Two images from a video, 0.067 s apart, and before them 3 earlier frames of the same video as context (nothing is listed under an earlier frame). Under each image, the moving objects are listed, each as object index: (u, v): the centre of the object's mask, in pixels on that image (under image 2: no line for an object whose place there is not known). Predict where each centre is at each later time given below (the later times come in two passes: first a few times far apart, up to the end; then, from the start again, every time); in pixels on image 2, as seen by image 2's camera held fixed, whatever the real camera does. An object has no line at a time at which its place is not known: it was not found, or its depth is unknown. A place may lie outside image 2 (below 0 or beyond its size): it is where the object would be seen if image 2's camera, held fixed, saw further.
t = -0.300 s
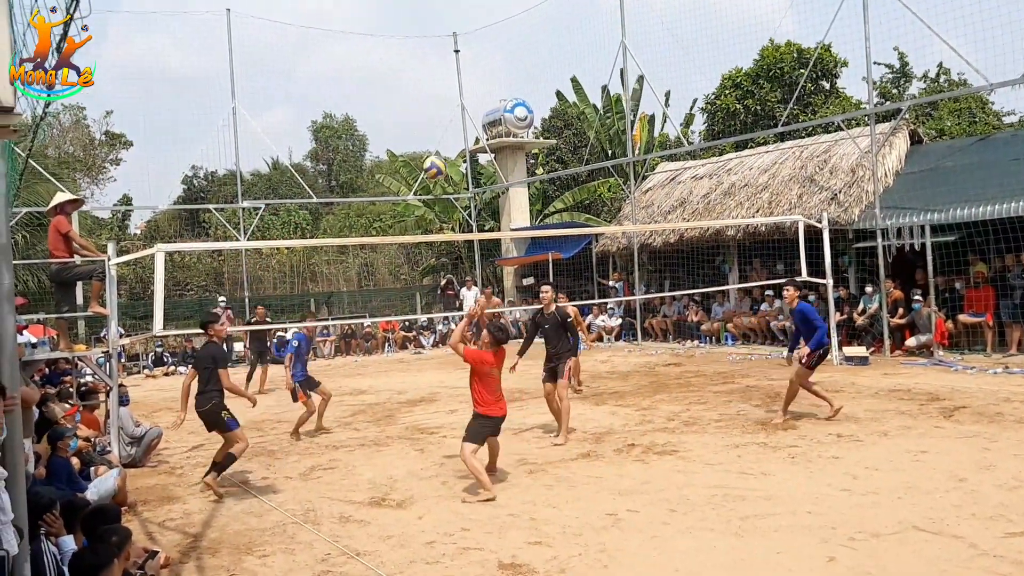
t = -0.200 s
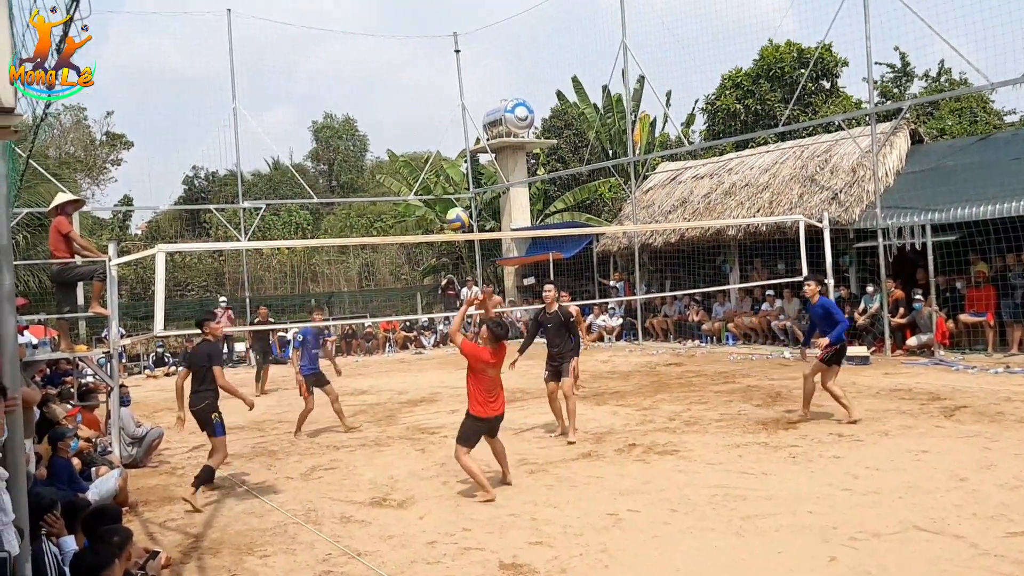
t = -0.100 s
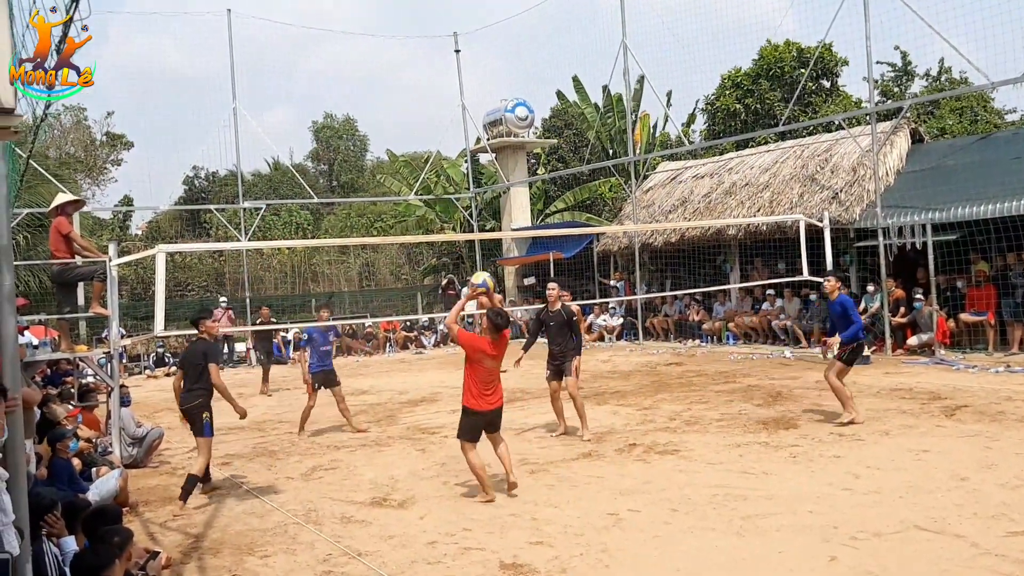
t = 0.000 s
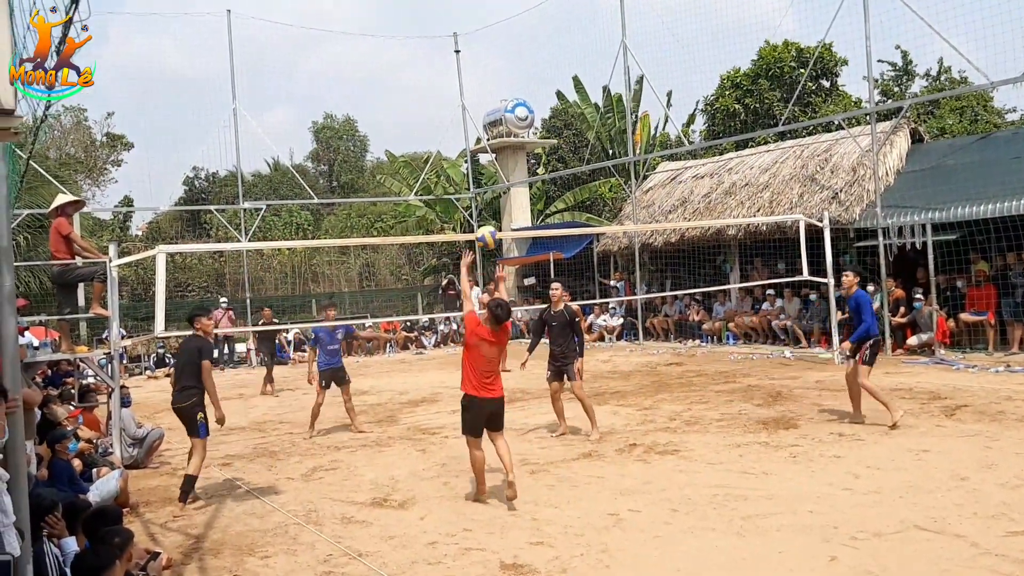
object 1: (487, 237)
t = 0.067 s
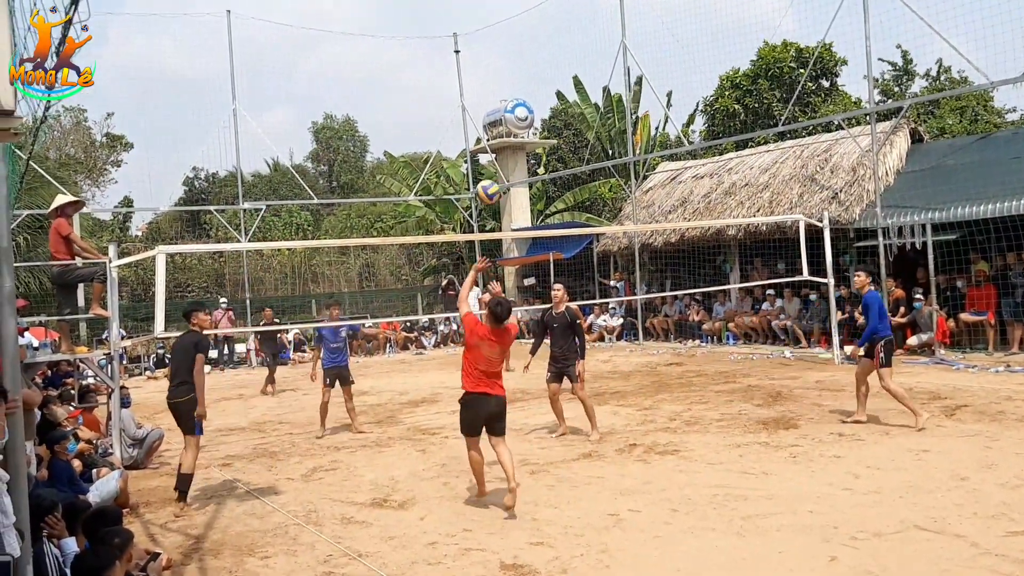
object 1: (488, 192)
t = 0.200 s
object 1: (489, 118)
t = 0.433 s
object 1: (492, 42)
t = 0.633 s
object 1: (499, 27)
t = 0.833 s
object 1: (507, 52)
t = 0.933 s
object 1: (511, 78)
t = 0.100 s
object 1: (488, 172)
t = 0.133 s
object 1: (488, 152)
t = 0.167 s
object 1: (488, 134)
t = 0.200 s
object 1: (489, 118)
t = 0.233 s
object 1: (489, 103)
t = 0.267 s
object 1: (489, 89)
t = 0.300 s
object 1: (490, 77)
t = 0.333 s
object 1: (490, 67)
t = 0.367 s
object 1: (491, 57)
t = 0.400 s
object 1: (491, 49)
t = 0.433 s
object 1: (492, 42)
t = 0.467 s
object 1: (493, 37)
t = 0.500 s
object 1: (494, 33)
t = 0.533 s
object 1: (495, 30)
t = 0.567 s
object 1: (496, 28)
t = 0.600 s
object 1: (497, 27)
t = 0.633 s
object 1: (499, 27)
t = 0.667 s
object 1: (500, 29)
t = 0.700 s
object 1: (502, 31)
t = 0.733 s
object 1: (503, 35)
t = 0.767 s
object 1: (504, 40)
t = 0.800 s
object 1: (505, 45)
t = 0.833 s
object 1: (507, 52)
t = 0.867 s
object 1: (508, 60)
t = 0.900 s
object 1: (509, 69)
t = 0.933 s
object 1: (511, 78)
